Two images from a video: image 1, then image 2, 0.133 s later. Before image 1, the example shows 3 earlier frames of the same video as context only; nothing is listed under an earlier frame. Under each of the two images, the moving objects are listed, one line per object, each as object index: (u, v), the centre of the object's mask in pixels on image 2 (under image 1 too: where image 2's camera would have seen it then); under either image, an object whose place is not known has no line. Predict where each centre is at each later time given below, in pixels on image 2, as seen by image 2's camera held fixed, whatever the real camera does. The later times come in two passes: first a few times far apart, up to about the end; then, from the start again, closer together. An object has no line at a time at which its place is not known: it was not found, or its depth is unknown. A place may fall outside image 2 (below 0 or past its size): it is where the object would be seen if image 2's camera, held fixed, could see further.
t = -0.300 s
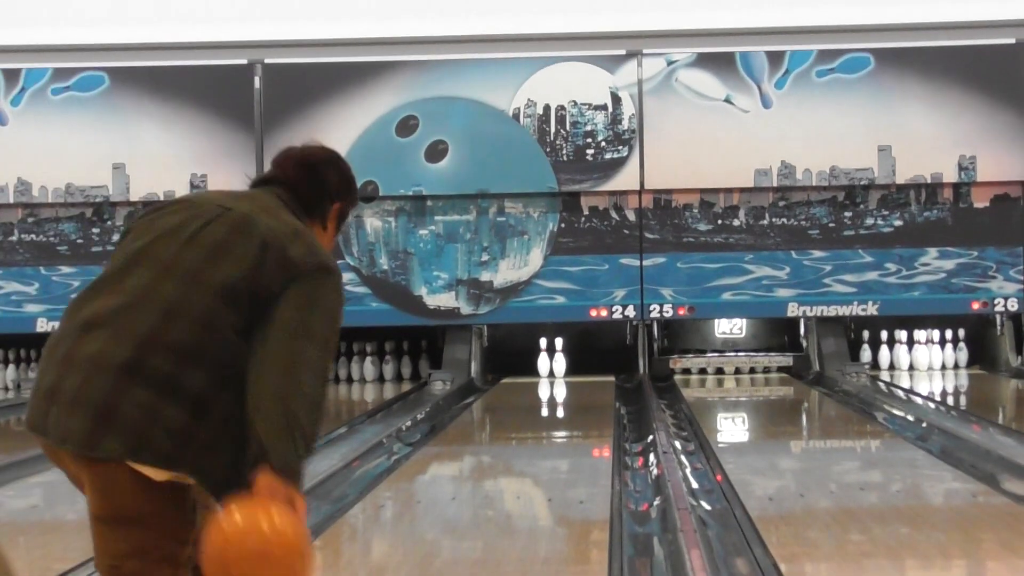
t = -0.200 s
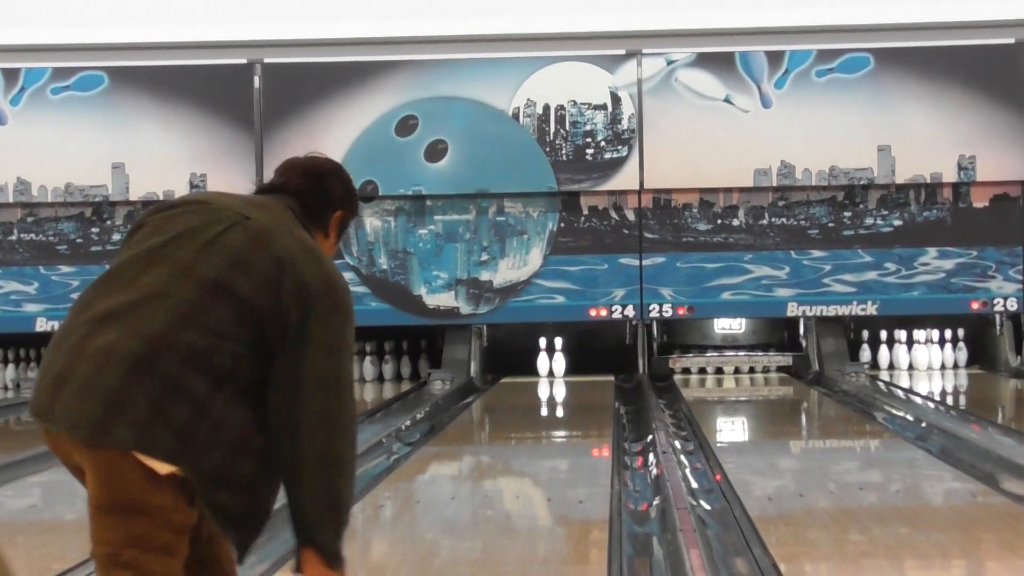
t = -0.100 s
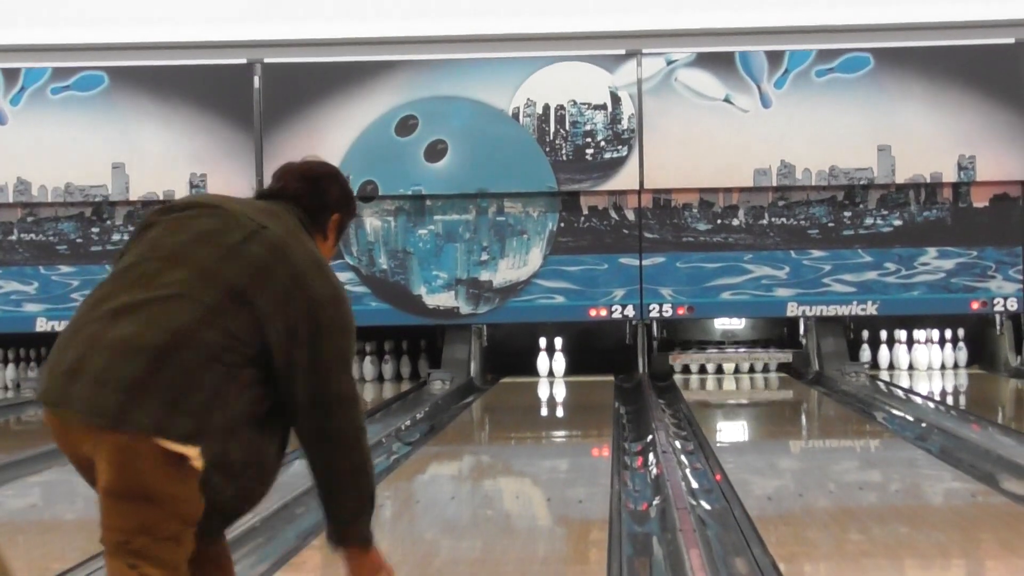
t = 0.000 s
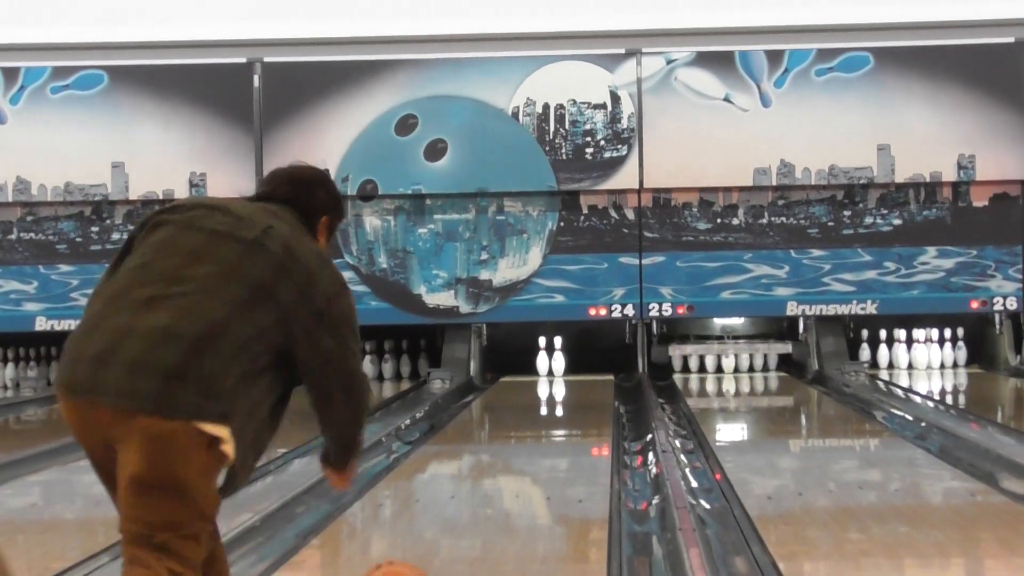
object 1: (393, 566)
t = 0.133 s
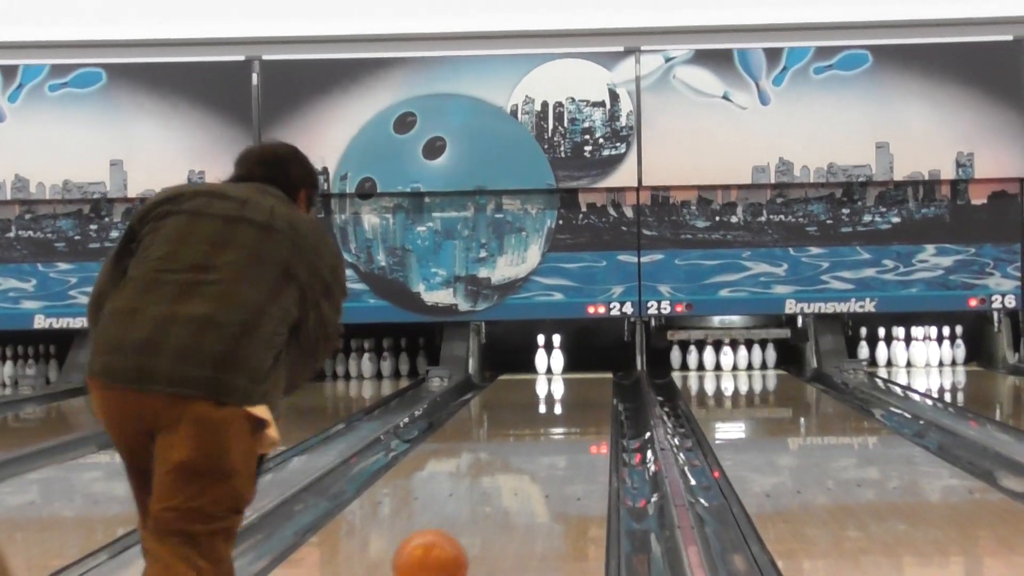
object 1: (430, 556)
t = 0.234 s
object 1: (454, 547)
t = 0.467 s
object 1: (495, 506)
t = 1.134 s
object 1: (561, 441)
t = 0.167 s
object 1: (439, 556)
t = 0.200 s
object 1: (448, 551)
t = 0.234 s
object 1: (454, 547)
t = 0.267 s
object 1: (461, 542)
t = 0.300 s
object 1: (467, 536)
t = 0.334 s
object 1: (473, 530)
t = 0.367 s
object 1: (480, 523)
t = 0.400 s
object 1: (485, 517)
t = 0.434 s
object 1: (490, 512)
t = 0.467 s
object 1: (495, 506)
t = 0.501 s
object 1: (499, 502)
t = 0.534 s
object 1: (504, 497)
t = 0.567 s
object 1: (508, 493)
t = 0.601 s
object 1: (512, 490)
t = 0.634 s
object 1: (516, 486)
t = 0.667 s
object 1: (519, 484)
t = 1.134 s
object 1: (561, 441)
